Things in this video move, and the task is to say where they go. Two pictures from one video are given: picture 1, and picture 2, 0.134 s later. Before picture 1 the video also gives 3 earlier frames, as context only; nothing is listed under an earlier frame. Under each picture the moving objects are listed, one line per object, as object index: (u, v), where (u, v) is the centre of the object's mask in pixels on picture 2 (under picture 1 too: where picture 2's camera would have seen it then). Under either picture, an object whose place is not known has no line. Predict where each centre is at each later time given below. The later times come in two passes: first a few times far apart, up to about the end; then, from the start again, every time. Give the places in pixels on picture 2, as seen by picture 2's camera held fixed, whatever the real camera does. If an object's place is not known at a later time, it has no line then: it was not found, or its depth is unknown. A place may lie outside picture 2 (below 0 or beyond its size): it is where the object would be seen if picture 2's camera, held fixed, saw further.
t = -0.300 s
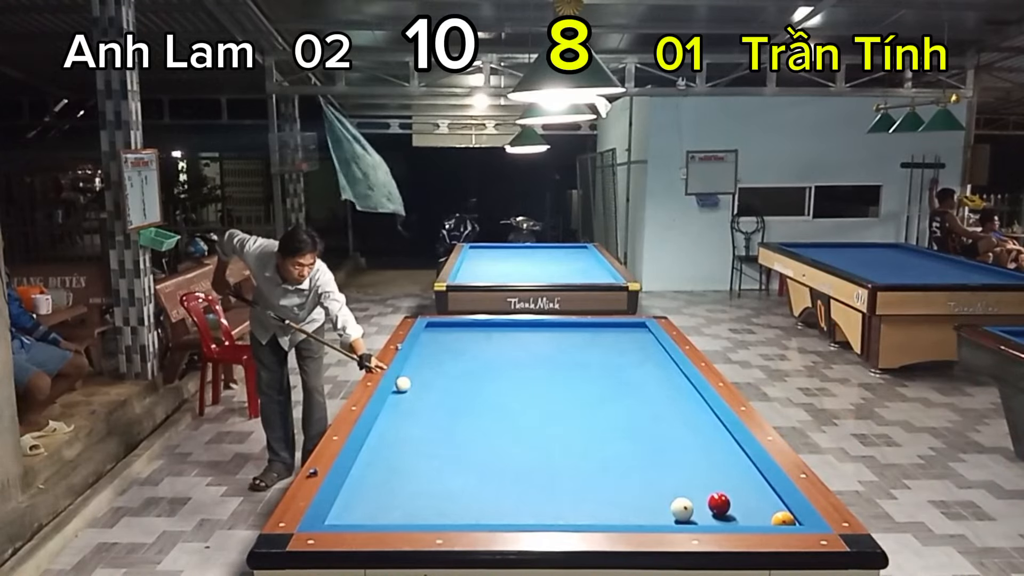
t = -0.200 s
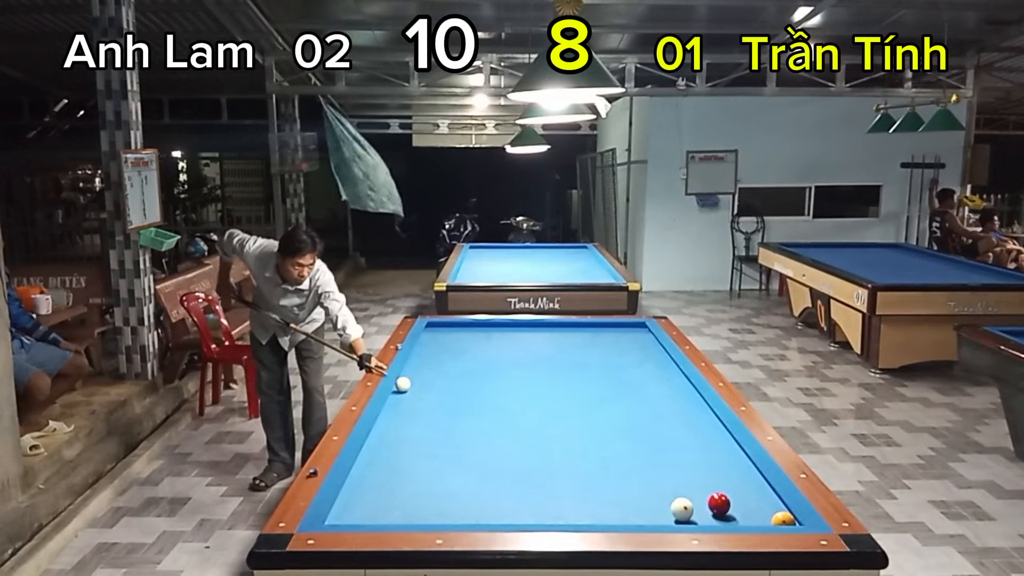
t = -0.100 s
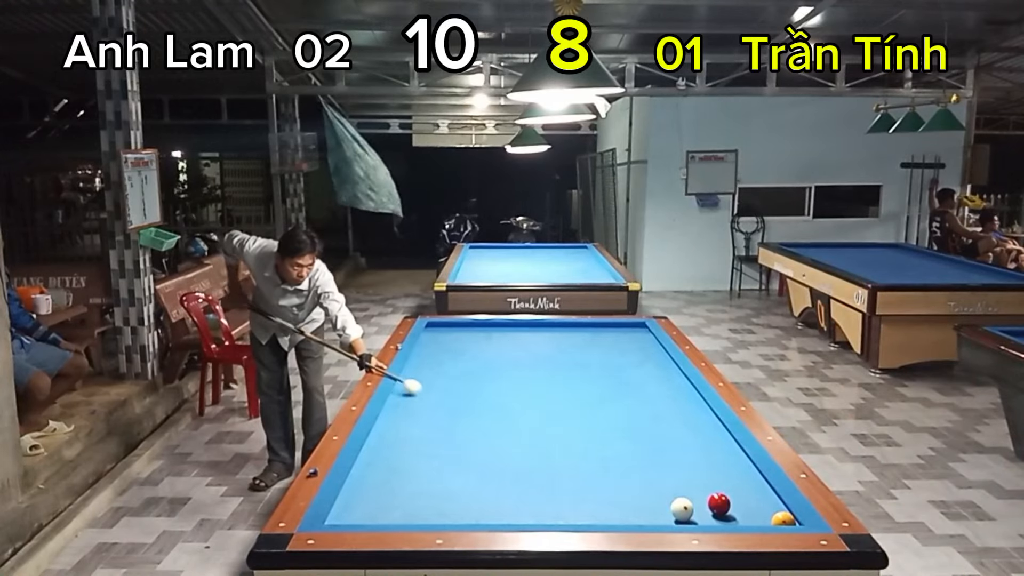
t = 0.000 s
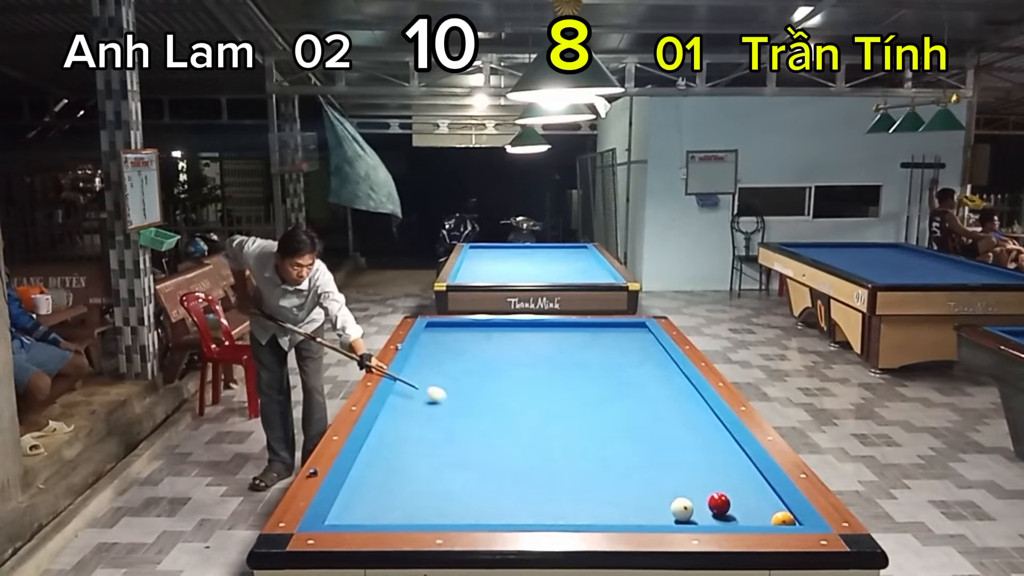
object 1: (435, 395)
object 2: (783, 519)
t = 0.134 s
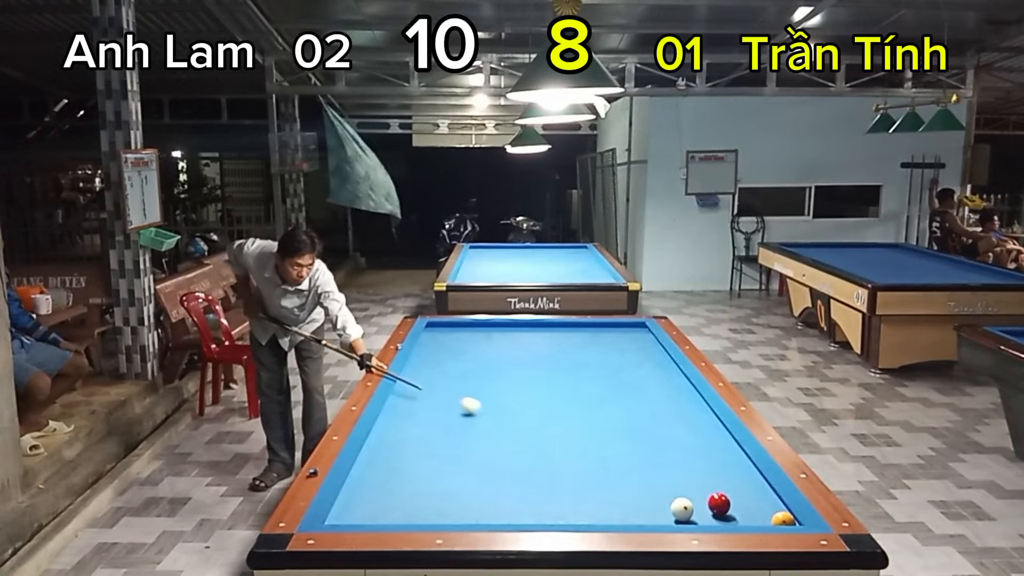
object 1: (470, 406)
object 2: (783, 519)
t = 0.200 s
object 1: (488, 412)
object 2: (783, 519)
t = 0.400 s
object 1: (549, 432)
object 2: (783, 519)
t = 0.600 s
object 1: (619, 455)
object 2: (783, 519)
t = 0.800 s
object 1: (702, 483)
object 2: (783, 519)
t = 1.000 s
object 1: (769, 511)
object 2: (783, 519)
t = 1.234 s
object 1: (714, 515)
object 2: (780, 513)
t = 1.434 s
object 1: (671, 517)
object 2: (773, 505)
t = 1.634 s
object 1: (622, 515)
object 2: (766, 498)
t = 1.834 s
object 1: (576, 513)
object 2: (759, 492)
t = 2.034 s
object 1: (531, 511)
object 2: (753, 486)
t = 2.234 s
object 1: (488, 508)
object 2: (748, 481)
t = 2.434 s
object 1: (445, 505)
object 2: (743, 476)
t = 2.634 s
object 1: (404, 502)
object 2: (739, 472)
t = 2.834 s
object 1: (364, 499)
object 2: (736, 467)
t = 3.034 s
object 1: (363, 494)
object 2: (733, 464)
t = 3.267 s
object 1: (390, 487)
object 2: (729, 460)
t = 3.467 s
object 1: (411, 480)
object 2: (726, 456)
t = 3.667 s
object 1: (432, 474)
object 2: (723, 453)
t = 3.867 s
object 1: (451, 469)
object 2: (721, 450)
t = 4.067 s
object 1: (468, 464)
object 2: (719, 447)
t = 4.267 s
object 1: (485, 459)
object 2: (717, 445)
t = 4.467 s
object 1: (501, 455)
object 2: (716, 443)
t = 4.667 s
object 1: (516, 451)
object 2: (714, 442)
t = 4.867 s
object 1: (530, 447)
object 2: (712, 440)
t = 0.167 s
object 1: (479, 409)
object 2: (783, 519)
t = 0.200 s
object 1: (488, 412)
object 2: (783, 519)
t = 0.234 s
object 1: (498, 415)
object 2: (783, 519)
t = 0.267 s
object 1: (508, 418)
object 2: (783, 519)
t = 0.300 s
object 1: (518, 421)
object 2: (783, 519)
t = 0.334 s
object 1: (528, 425)
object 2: (783, 519)
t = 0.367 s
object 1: (538, 429)
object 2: (783, 519)
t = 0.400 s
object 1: (549, 432)
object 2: (783, 519)
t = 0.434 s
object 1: (560, 436)
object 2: (783, 519)
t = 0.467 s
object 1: (571, 439)
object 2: (783, 519)
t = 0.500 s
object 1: (582, 443)
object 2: (783, 519)
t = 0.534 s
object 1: (594, 447)
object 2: (783, 519)
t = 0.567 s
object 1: (607, 451)
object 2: (783, 519)
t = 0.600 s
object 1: (619, 455)
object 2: (783, 519)
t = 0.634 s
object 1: (632, 460)
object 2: (783, 519)
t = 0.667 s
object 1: (645, 464)
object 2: (783, 519)
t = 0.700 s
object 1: (658, 468)
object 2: (783, 519)
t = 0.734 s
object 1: (672, 473)
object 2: (783, 519)
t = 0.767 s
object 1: (687, 478)
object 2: (783, 519)
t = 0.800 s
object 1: (702, 483)
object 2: (783, 519)
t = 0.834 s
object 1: (716, 485)
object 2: (783, 519)
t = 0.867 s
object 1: (734, 493)
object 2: (783, 519)
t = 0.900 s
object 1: (748, 499)
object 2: (783, 519)
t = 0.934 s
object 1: (765, 504)
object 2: (783, 519)
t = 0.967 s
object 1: (777, 506)
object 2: (783, 519)
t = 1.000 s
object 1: (769, 511)
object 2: (783, 519)
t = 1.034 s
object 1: (761, 512)
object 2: (782, 518)
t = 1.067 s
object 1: (752, 513)
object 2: (782, 517)
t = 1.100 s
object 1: (744, 513)
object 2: (782, 516)
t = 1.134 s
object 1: (736, 514)
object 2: (782, 515)
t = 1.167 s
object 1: (728, 515)
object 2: (781, 515)
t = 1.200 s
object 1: (722, 515)
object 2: (781, 514)
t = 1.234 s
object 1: (714, 515)
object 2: (780, 513)
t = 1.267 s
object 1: (707, 516)
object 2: (780, 512)
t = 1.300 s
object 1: (700, 516)
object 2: (778, 510)
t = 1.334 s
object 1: (692, 517)
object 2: (777, 509)
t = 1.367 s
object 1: (686, 517)
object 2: (776, 507)
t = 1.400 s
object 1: (679, 517)
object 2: (774, 506)
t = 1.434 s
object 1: (671, 517)
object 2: (773, 505)
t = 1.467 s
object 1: (662, 517)
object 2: (772, 504)
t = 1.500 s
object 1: (654, 516)
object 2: (771, 503)
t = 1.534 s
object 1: (646, 516)
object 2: (769, 502)
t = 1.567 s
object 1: (638, 515)
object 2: (768, 501)
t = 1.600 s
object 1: (630, 515)
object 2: (767, 499)
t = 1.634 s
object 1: (622, 515)
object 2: (766, 498)
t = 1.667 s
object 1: (614, 514)
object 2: (765, 497)
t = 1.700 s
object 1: (606, 514)
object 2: (763, 496)
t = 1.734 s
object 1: (598, 514)
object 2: (762, 495)
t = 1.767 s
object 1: (591, 514)
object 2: (761, 494)
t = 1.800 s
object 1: (583, 513)
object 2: (760, 493)
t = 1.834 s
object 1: (576, 513)
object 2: (759, 492)
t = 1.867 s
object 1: (568, 512)
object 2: (758, 491)
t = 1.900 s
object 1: (561, 512)
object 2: (757, 490)
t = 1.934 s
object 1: (553, 512)
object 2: (756, 489)
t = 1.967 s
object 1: (545, 511)
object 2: (755, 488)
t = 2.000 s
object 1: (538, 511)
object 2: (754, 488)
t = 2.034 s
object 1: (531, 511)
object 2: (753, 486)
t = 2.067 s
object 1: (523, 511)
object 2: (752, 486)
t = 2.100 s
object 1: (516, 510)
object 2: (751, 484)
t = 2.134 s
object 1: (509, 510)
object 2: (750, 483)
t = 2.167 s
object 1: (501, 509)
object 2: (750, 483)
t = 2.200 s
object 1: (494, 508)
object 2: (749, 482)
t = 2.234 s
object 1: (488, 508)
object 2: (748, 481)
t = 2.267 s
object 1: (480, 507)
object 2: (747, 480)
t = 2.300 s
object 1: (474, 507)
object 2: (746, 479)
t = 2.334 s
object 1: (466, 506)
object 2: (745, 479)
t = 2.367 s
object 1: (459, 506)
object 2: (745, 478)
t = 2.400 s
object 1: (452, 505)
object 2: (744, 477)
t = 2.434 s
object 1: (445, 505)
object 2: (743, 476)
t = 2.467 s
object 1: (438, 504)
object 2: (743, 475)
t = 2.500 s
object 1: (431, 504)
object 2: (742, 475)
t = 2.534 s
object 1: (425, 503)
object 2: (741, 474)
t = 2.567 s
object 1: (418, 503)
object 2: (740, 473)
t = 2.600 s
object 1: (411, 502)
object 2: (740, 472)
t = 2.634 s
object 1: (404, 502)
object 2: (739, 472)
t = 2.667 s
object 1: (398, 501)
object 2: (739, 471)
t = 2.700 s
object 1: (391, 501)
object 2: (738, 470)
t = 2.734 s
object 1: (384, 500)
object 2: (738, 470)
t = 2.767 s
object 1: (378, 500)
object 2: (737, 469)
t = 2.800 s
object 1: (371, 499)
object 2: (736, 468)
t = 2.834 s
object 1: (364, 499)
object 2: (736, 467)
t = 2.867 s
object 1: (358, 498)
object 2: (736, 467)
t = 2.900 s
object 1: (352, 498)
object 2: (735, 466)
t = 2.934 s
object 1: (349, 497)
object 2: (734, 466)
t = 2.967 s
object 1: (354, 496)
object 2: (734, 465)
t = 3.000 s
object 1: (359, 495)
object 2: (733, 464)
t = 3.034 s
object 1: (363, 494)
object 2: (733, 464)
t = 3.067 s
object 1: (367, 493)
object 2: (732, 463)
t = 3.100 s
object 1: (371, 492)
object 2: (732, 462)
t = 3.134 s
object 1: (375, 491)
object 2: (731, 462)
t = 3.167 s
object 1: (379, 490)
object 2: (731, 461)
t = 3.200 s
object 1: (383, 489)
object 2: (730, 461)
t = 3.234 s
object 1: (386, 488)
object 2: (730, 460)
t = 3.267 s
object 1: (390, 487)
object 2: (729, 460)
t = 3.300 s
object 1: (394, 485)
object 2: (729, 459)
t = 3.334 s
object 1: (397, 485)
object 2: (728, 458)
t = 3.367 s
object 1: (401, 483)
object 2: (728, 458)
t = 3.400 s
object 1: (404, 482)
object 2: (727, 457)
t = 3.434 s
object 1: (408, 481)
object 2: (727, 457)
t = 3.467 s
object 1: (411, 480)
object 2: (726, 456)
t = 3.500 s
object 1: (415, 479)
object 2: (726, 456)
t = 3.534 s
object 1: (418, 478)
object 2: (725, 455)
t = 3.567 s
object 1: (421, 478)
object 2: (725, 455)
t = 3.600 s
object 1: (425, 477)
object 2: (724, 454)
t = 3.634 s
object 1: (429, 476)
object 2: (724, 454)
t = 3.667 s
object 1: (432, 474)
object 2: (723, 453)
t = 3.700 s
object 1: (435, 474)
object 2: (723, 453)
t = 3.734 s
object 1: (438, 473)
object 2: (723, 452)
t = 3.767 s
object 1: (441, 472)
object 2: (722, 452)
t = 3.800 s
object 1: (444, 471)
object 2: (722, 451)
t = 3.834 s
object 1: (447, 470)
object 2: (721, 451)
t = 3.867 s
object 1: (451, 469)
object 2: (721, 450)
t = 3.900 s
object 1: (454, 469)
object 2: (721, 450)
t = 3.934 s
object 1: (457, 468)
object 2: (721, 449)
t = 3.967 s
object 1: (460, 467)
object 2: (720, 449)
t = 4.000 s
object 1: (462, 466)
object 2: (720, 448)
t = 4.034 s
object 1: (466, 465)
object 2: (720, 448)
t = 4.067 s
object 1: (468, 464)
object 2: (719, 447)
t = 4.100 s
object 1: (471, 463)
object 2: (719, 447)
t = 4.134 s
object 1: (474, 463)
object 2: (718, 447)
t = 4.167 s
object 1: (477, 462)
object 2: (718, 446)
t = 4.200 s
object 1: (480, 461)
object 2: (718, 446)
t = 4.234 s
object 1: (483, 460)
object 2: (718, 446)
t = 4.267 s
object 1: (485, 459)
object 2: (717, 445)
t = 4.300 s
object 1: (488, 459)
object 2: (717, 445)
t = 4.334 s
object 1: (491, 458)
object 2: (717, 444)
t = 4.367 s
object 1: (493, 457)
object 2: (716, 444)
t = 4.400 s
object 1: (496, 456)
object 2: (716, 444)
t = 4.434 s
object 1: (498, 456)
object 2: (716, 444)
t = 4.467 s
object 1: (501, 455)
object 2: (716, 443)
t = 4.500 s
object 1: (504, 455)
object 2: (715, 443)
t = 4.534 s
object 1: (506, 454)
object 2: (715, 443)
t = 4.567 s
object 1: (508, 453)
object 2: (715, 442)
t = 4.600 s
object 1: (511, 453)
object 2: (715, 442)
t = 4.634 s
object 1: (513, 452)
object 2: (714, 442)
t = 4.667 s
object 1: (516, 451)
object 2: (714, 442)
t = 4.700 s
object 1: (518, 451)
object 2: (714, 441)
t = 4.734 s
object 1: (521, 450)
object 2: (713, 441)
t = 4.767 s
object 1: (523, 449)
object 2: (713, 441)
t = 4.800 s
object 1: (526, 448)
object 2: (713, 440)
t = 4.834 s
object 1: (528, 448)
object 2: (713, 440)
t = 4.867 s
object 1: (530, 447)
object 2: (712, 440)
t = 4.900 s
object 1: (532, 446)
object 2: (712, 440)
